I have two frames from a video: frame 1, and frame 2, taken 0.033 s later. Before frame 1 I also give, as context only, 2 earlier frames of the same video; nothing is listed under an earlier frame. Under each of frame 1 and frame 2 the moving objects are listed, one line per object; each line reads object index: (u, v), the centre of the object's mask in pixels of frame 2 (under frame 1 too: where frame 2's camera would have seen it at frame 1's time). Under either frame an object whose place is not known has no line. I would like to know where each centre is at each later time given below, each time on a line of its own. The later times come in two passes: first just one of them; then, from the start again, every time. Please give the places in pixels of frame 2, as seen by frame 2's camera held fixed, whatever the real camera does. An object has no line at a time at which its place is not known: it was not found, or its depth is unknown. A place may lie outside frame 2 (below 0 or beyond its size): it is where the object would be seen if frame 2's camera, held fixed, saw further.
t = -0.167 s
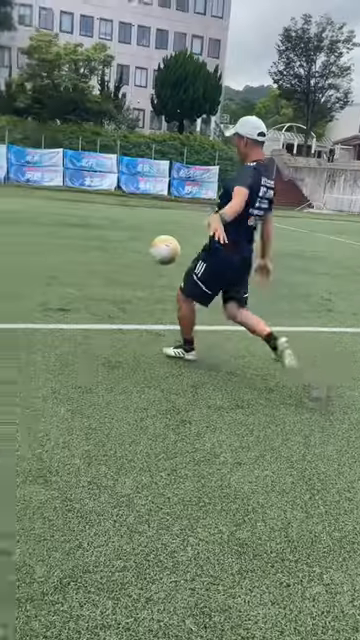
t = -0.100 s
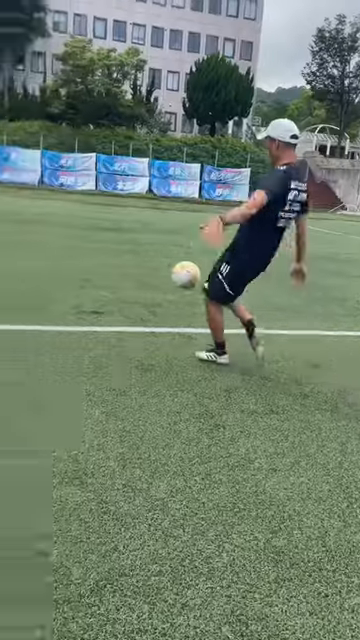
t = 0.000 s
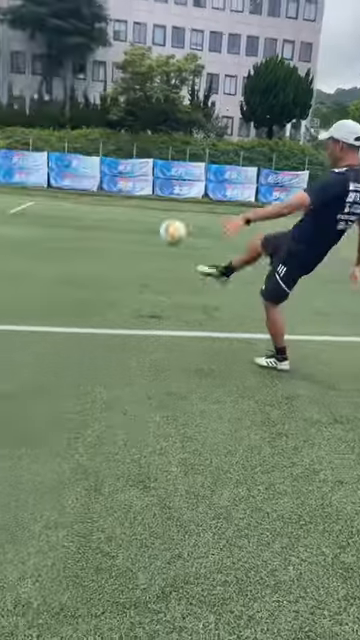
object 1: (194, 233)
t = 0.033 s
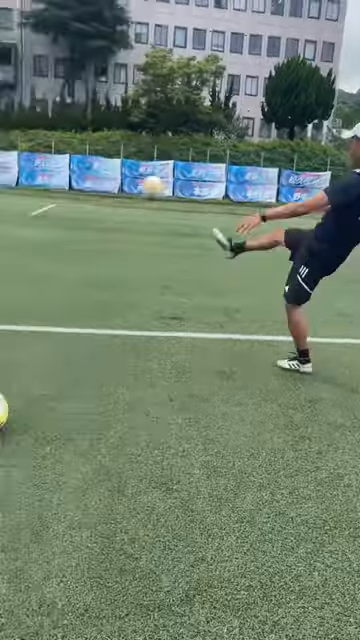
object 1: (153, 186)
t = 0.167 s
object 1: (28, 61)
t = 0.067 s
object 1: (116, 148)
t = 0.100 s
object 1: (82, 114)
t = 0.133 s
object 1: (55, 86)
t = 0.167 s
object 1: (28, 61)
